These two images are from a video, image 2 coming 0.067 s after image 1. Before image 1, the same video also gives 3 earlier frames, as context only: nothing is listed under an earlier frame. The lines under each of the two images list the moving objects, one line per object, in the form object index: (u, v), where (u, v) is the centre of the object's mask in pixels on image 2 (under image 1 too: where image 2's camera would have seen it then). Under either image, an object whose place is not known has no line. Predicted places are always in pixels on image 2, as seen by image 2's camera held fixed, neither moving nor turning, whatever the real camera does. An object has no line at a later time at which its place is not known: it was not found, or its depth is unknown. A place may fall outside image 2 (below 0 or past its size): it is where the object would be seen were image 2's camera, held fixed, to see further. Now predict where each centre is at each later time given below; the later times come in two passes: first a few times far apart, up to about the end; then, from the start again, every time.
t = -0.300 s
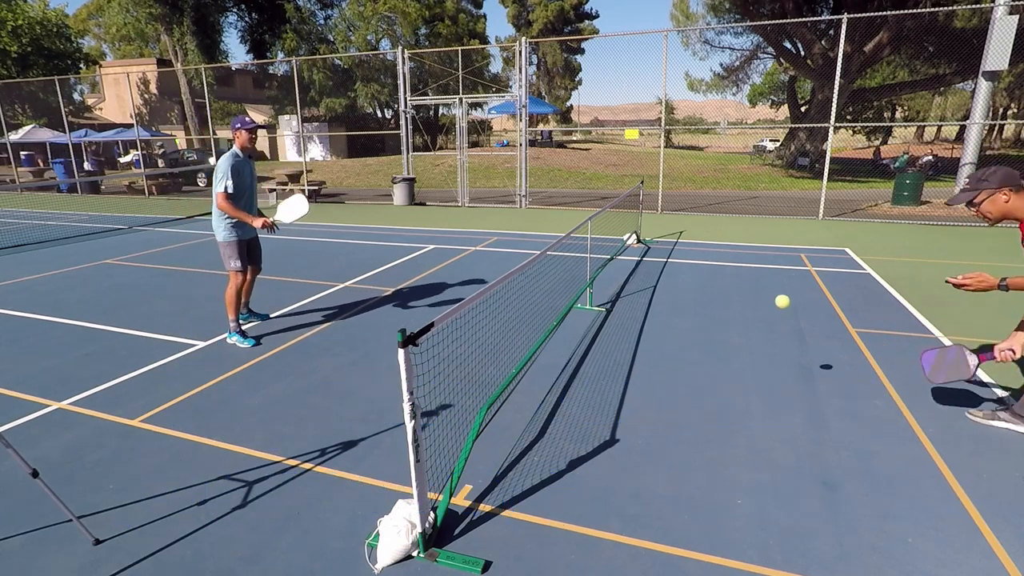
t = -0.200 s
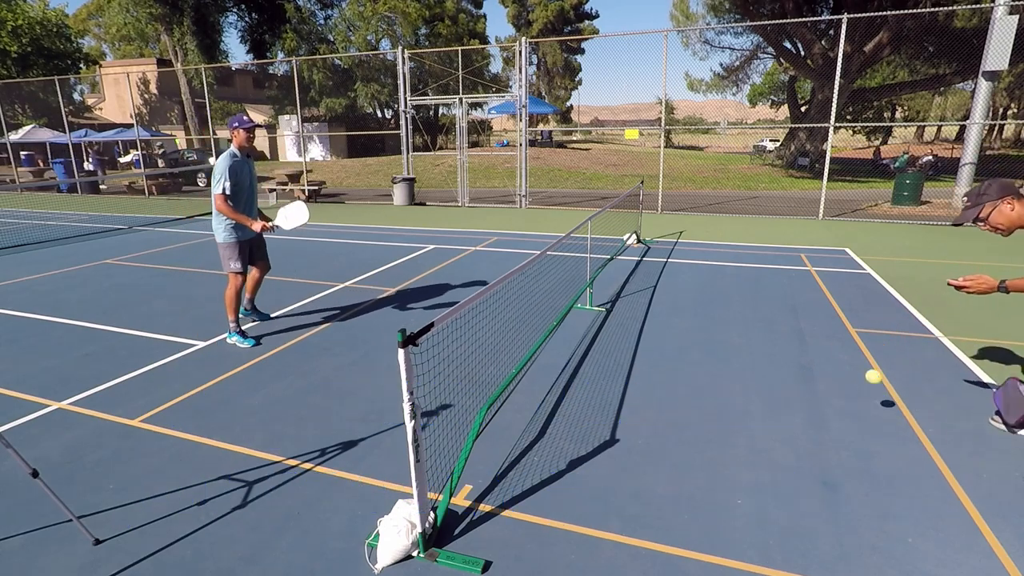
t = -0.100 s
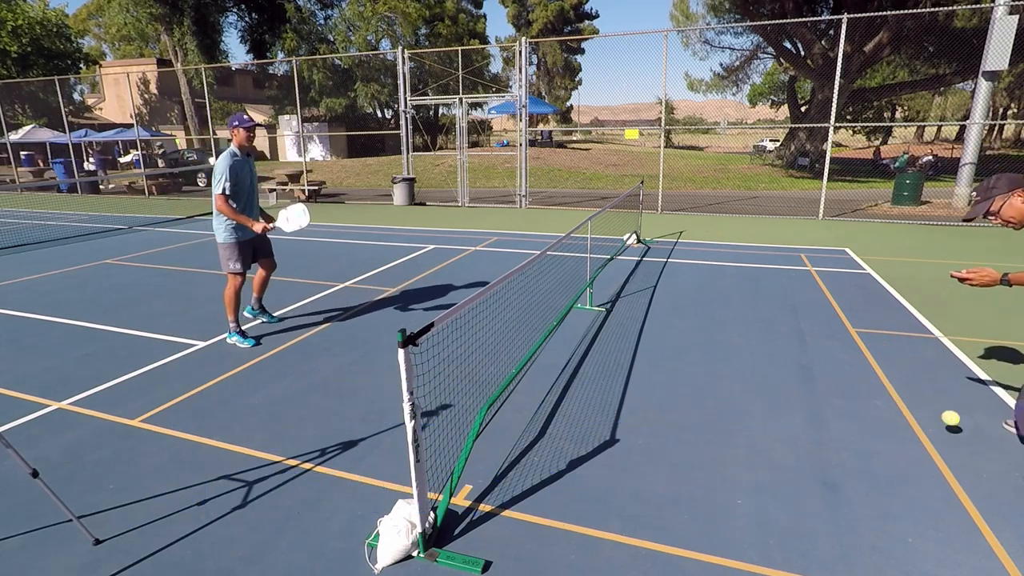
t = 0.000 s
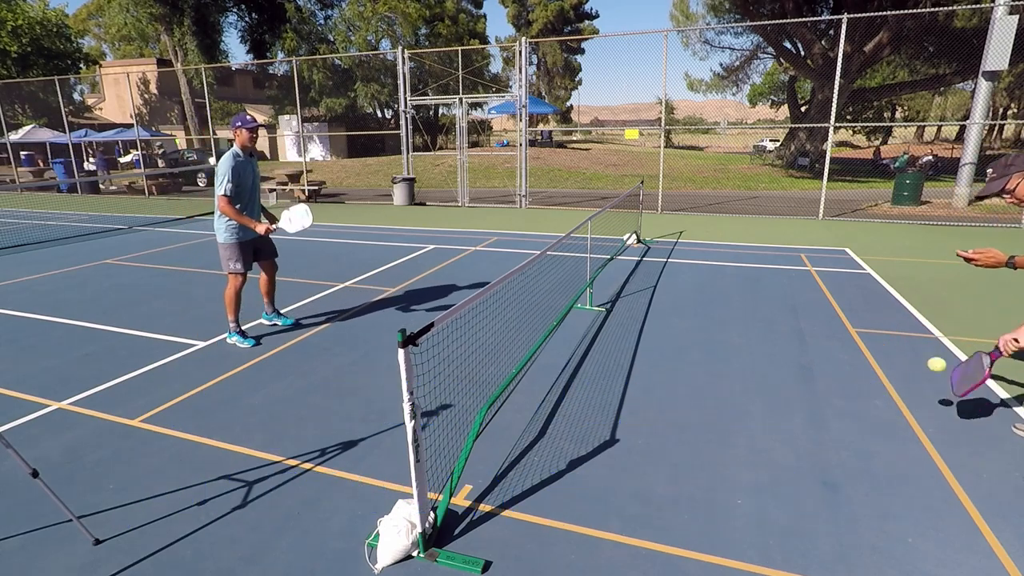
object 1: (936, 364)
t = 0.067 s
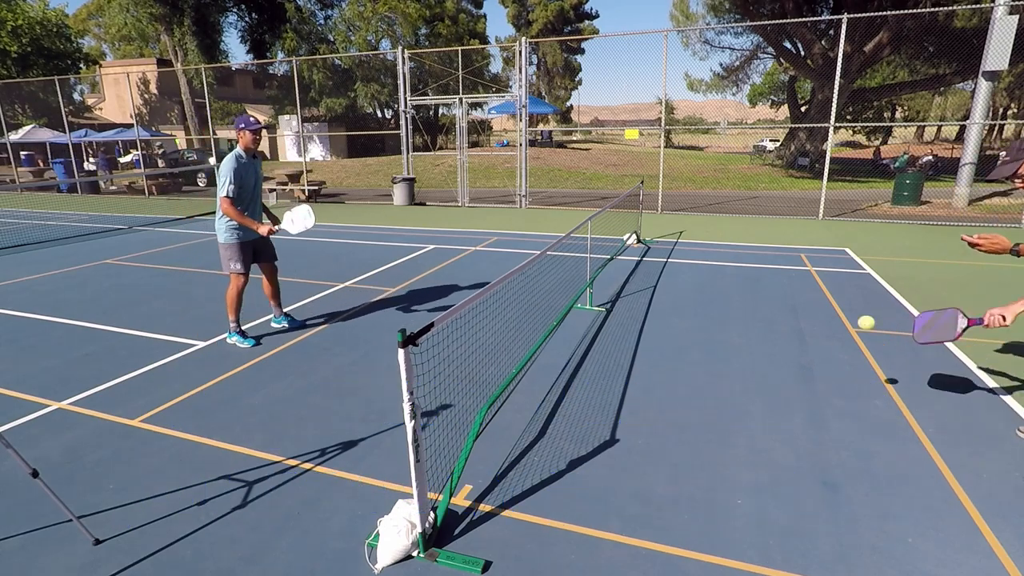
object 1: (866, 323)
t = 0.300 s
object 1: (652, 251)
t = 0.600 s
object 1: (527, 300)
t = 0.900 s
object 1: (557, 365)
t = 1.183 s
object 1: (609, 377)
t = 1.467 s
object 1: (662, 390)
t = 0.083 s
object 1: (849, 314)
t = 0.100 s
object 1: (832, 305)
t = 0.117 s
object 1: (816, 298)
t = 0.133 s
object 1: (800, 291)
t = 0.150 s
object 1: (783, 285)
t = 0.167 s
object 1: (768, 279)
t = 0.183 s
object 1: (753, 274)
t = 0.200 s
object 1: (737, 269)
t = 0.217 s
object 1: (722, 265)
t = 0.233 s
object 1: (708, 261)
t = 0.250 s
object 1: (693, 258)
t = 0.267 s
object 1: (679, 255)
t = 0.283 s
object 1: (665, 253)
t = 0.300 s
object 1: (652, 251)
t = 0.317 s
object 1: (639, 250)
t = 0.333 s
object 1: (625, 250)
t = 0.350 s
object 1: (612, 250)
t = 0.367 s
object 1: (599, 249)
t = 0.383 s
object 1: (586, 250)
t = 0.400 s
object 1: (574, 251)
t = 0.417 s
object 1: (562, 253)
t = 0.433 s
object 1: (550, 254)
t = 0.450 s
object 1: (541, 257)
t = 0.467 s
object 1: (537, 260)
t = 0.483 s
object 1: (535, 265)
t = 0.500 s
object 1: (533, 269)
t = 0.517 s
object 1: (531, 274)
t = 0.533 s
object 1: (530, 279)
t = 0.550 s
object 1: (529, 284)
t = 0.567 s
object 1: (528, 289)
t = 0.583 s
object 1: (528, 295)
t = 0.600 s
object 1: (527, 300)
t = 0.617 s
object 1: (527, 306)
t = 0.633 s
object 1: (528, 312)
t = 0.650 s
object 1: (528, 318)
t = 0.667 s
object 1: (528, 324)
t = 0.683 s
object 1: (529, 331)
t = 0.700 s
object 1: (530, 338)
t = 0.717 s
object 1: (530, 343)
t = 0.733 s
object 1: (532, 349)
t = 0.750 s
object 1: (536, 354)
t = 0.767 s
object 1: (537, 357)
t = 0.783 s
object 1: (539, 360)
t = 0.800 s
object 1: (542, 364)
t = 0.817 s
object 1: (544, 368)
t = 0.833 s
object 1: (546, 372)
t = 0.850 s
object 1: (549, 370)
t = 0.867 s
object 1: (552, 368)
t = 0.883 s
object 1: (555, 367)
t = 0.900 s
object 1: (557, 365)
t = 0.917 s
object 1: (562, 364)
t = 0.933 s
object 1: (564, 364)
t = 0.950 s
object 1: (567, 364)
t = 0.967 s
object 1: (570, 364)
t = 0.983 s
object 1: (573, 364)
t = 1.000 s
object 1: (576, 365)
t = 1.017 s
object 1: (579, 366)
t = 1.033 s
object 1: (582, 368)
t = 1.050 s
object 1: (585, 370)
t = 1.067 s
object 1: (588, 372)
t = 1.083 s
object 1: (591, 375)
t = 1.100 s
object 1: (595, 379)
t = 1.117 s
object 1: (597, 380)
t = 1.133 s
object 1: (601, 379)
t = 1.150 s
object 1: (604, 378)
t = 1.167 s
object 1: (607, 377)
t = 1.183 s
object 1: (609, 377)
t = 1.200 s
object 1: (613, 376)
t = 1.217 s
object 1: (616, 377)
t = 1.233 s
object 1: (620, 377)
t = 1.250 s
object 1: (622, 379)
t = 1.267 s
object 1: (625, 380)
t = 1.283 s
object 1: (628, 382)
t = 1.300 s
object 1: (631, 385)
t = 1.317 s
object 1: (634, 387)
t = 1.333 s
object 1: (637, 387)
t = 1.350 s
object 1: (640, 386)
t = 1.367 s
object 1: (643, 386)
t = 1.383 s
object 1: (646, 385)
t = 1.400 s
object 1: (649, 385)
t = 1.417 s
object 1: (652, 386)
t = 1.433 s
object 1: (656, 387)
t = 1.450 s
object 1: (659, 388)
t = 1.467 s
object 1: (662, 390)
